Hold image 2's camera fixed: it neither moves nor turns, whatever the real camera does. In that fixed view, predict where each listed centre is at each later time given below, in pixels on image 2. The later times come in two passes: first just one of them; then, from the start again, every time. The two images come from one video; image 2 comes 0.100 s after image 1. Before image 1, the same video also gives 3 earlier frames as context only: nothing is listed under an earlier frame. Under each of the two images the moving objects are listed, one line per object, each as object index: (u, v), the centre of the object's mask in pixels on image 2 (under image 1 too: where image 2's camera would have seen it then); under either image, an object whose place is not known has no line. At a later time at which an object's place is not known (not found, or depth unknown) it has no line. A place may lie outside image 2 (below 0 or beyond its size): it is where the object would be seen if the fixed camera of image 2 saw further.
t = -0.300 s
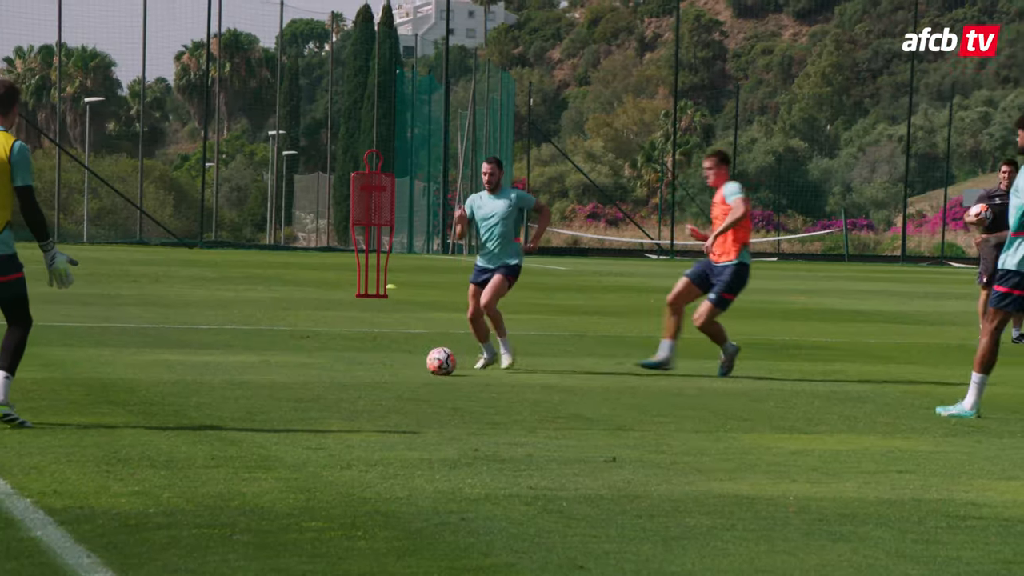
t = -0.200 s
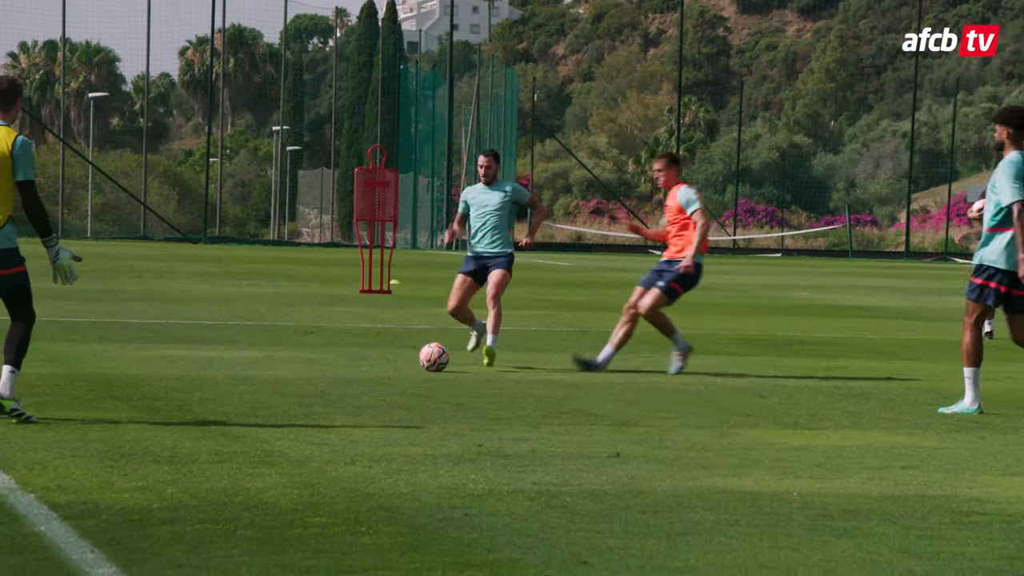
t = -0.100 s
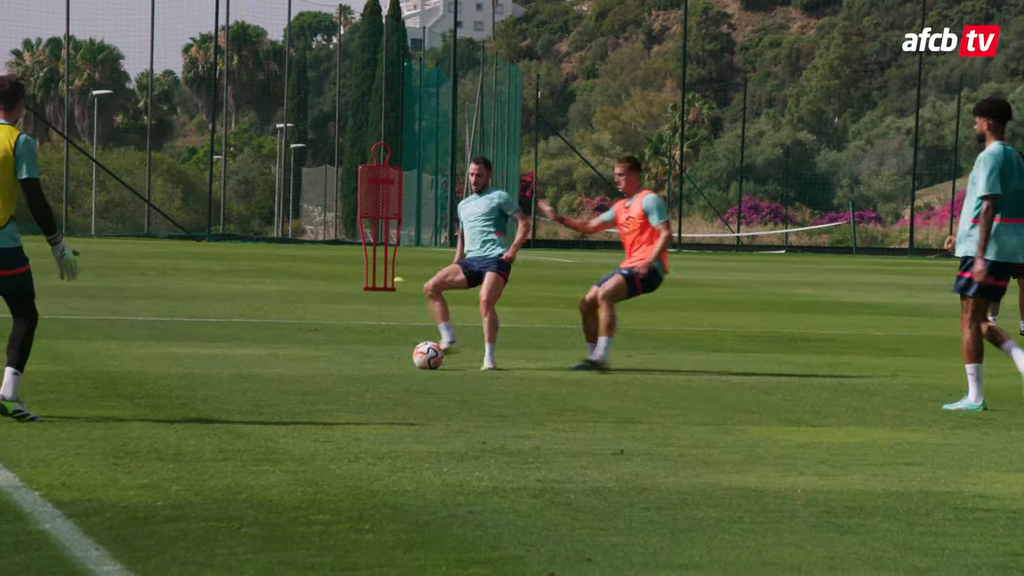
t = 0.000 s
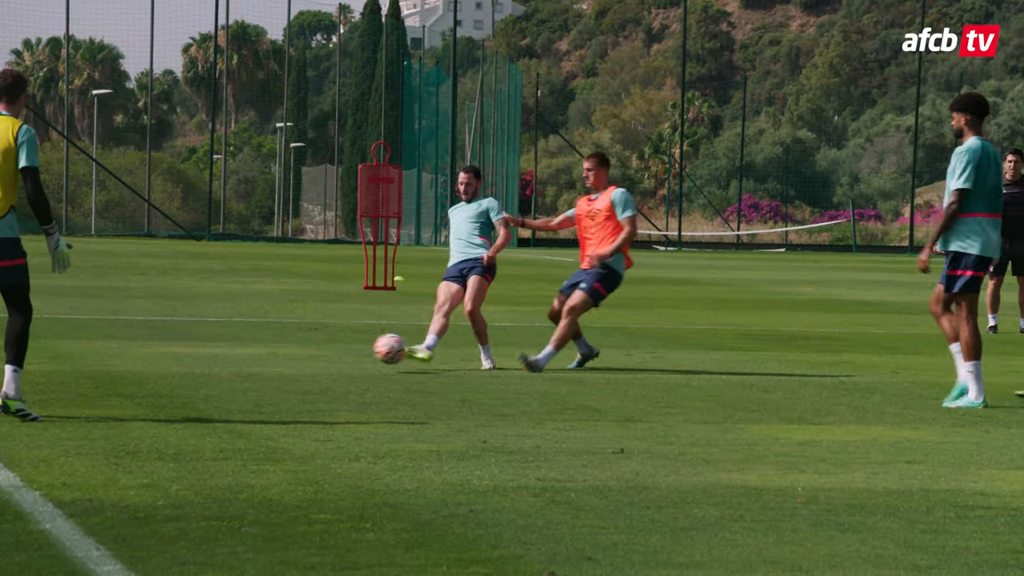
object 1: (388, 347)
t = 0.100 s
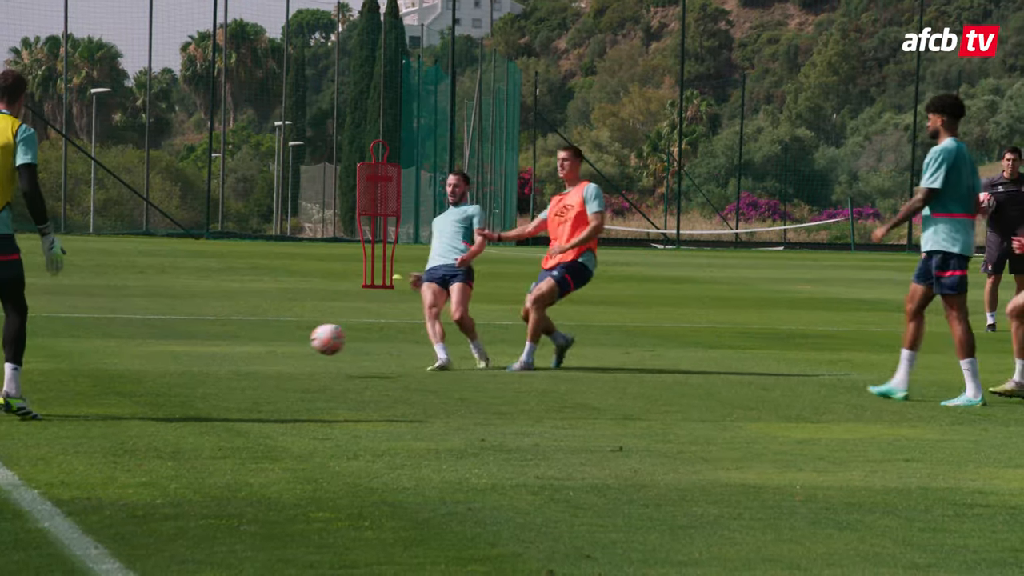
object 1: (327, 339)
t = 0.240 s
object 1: (235, 356)
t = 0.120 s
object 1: (315, 339)
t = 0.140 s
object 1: (301, 341)
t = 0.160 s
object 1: (289, 342)
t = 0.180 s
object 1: (276, 344)
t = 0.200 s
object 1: (261, 347)
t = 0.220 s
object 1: (248, 351)
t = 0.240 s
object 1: (235, 356)
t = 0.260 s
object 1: (220, 361)
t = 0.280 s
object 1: (206, 368)
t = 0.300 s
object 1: (192, 373)
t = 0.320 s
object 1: (179, 372)
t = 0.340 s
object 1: (166, 371)
